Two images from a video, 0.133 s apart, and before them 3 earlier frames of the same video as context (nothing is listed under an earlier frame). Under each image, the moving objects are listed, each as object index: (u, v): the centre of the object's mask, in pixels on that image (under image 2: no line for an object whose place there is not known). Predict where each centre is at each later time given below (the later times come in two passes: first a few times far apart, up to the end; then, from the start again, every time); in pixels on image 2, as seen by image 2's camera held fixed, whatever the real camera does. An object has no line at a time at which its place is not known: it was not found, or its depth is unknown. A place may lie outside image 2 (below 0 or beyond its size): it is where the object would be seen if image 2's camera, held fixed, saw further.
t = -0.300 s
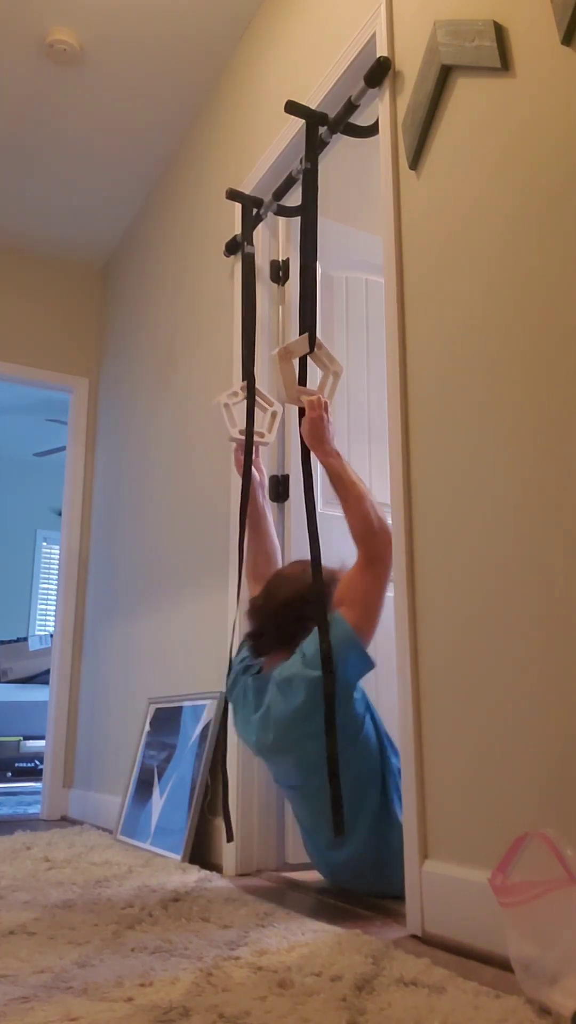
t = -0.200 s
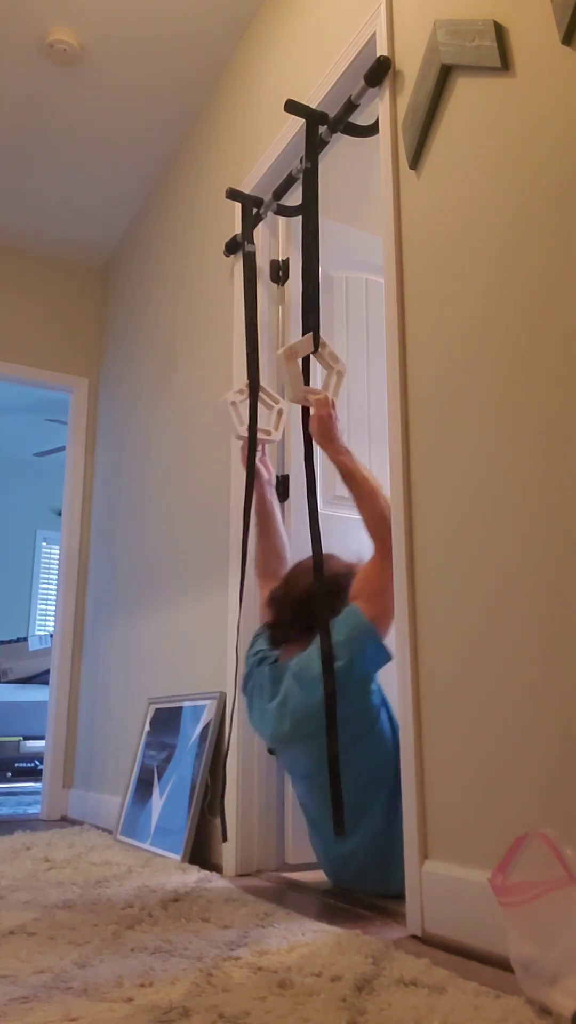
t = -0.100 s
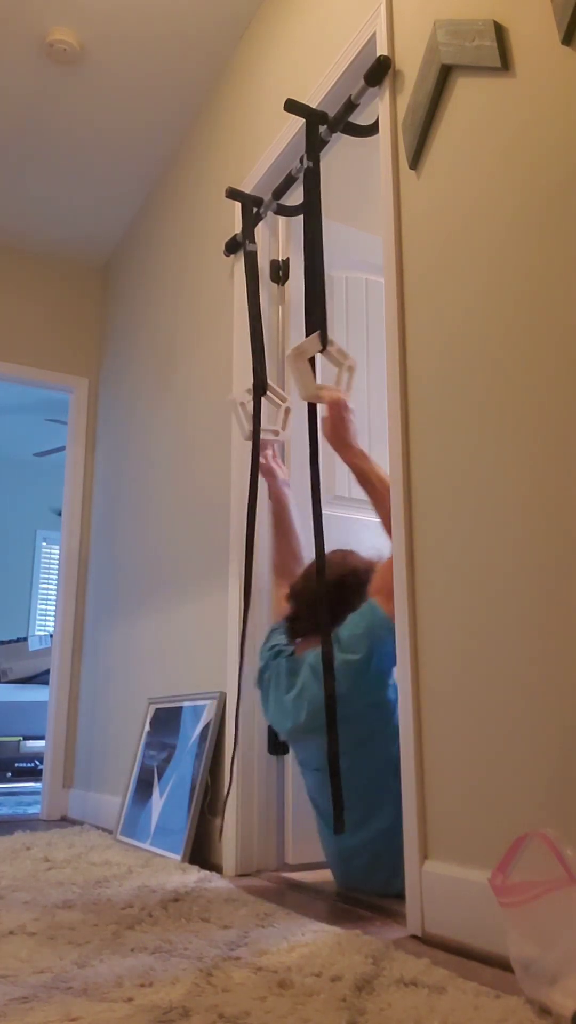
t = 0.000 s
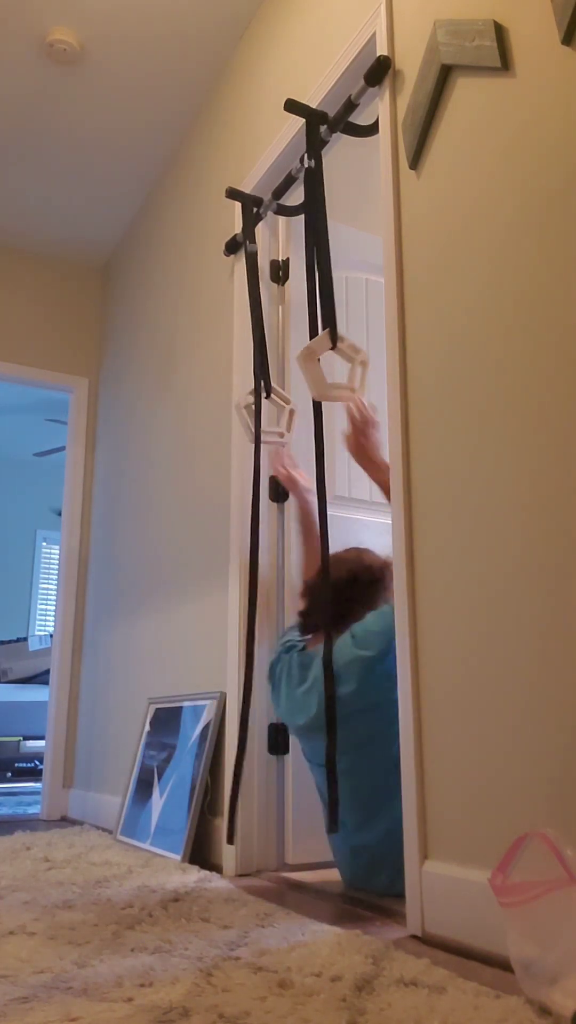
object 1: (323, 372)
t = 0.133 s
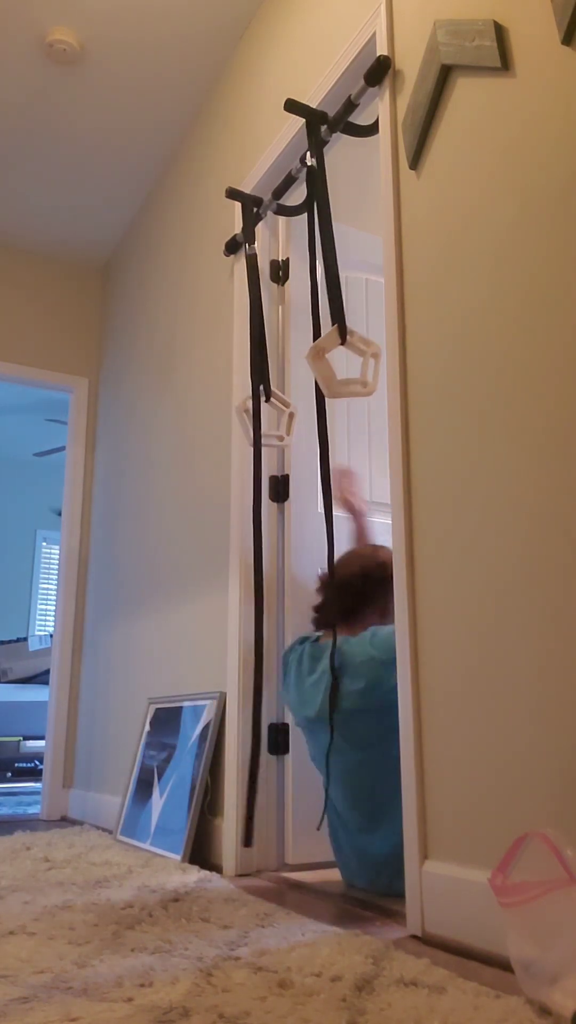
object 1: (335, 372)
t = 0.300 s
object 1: (349, 372)
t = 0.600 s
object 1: (321, 364)
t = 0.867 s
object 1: (292, 366)
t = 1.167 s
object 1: (290, 377)
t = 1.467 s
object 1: (320, 380)
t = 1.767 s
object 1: (337, 372)
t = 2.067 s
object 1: (321, 363)
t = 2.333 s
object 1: (315, 344)
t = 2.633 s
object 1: (291, 366)
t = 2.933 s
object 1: (306, 371)
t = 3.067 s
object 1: (313, 368)
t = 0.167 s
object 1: (335, 369)
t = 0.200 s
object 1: (351, 375)
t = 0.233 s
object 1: (349, 374)
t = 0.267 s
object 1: (348, 373)
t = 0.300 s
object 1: (349, 372)
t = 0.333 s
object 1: (347, 371)
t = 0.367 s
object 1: (346, 369)
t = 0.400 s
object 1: (345, 368)
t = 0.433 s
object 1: (342, 367)
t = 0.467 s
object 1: (340, 366)
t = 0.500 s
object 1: (336, 365)
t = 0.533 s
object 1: (331, 365)
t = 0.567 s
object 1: (327, 364)
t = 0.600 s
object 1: (321, 364)
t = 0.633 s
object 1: (316, 363)
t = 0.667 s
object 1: (312, 363)
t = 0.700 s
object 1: (308, 363)
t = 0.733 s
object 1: (308, 363)
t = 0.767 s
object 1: (301, 364)
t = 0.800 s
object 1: (298, 365)
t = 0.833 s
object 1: (295, 365)
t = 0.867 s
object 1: (292, 366)
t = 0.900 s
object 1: (291, 367)
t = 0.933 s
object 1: (289, 368)
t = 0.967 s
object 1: (285, 369)
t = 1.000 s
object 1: (284, 370)
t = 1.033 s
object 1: (286, 372)
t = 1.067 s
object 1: (285, 373)
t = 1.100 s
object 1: (289, 375)
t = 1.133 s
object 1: (290, 375)
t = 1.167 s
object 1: (290, 377)
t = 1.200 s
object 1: (294, 379)
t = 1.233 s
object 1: (300, 379)
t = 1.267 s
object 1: (300, 380)
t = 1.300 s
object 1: (302, 381)
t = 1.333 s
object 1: (306, 381)
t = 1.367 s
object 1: (312, 381)
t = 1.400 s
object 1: (314, 381)
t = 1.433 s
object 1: (315, 381)
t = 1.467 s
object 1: (320, 380)
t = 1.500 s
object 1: (324, 380)
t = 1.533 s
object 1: (324, 379)
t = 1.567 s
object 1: (330, 378)
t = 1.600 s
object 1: (333, 377)
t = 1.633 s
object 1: (334, 376)
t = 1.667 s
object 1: (335, 375)
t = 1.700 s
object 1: (334, 375)
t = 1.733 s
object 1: (336, 373)
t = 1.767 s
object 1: (337, 372)
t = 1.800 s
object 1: (337, 371)
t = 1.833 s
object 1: (335, 369)
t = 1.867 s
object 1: (334, 368)
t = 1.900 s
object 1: (333, 367)
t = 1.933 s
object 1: (334, 366)
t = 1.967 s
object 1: (333, 365)
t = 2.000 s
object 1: (328, 365)
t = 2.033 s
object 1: (326, 364)
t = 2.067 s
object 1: (321, 363)
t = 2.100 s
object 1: (322, 363)
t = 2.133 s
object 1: (316, 361)
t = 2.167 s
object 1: (315, 361)
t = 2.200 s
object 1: (315, 362)
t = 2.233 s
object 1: (312, 363)
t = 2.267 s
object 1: (311, 363)
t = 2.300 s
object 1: (315, 342)
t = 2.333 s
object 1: (315, 344)
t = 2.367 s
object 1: (313, 345)
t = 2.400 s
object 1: (312, 347)
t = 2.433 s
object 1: (310, 348)
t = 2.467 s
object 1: (309, 349)
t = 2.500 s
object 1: (309, 351)
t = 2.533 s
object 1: (310, 354)
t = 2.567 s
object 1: (309, 355)
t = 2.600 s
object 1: (290, 364)
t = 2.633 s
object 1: (291, 366)
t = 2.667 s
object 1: (292, 366)
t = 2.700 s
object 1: (312, 359)
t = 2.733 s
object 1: (296, 369)
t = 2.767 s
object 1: (297, 369)
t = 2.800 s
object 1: (298, 368)
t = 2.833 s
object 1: (301, 371)
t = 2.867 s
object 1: (302, 371)
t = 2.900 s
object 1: (304, 371)
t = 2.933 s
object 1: (306, 371)
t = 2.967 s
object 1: (307, 369)
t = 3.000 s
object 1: (309, 369)
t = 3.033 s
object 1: (310, 368)
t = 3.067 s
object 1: (313, 368)
